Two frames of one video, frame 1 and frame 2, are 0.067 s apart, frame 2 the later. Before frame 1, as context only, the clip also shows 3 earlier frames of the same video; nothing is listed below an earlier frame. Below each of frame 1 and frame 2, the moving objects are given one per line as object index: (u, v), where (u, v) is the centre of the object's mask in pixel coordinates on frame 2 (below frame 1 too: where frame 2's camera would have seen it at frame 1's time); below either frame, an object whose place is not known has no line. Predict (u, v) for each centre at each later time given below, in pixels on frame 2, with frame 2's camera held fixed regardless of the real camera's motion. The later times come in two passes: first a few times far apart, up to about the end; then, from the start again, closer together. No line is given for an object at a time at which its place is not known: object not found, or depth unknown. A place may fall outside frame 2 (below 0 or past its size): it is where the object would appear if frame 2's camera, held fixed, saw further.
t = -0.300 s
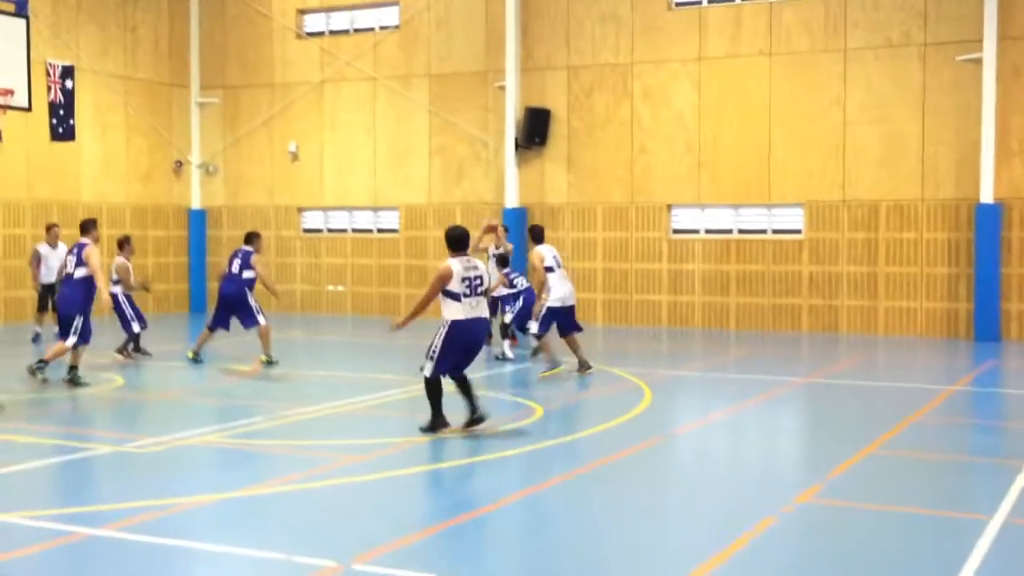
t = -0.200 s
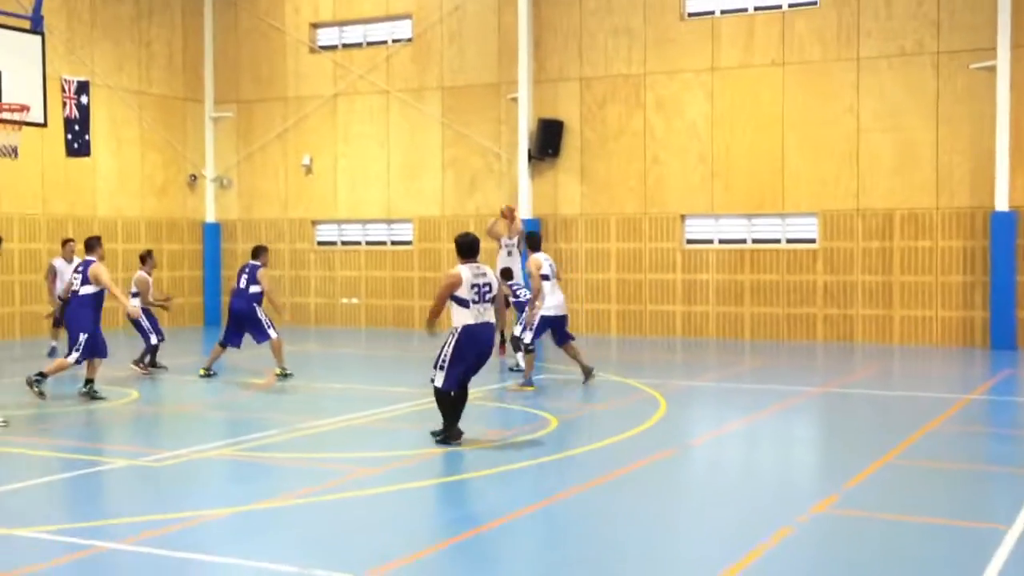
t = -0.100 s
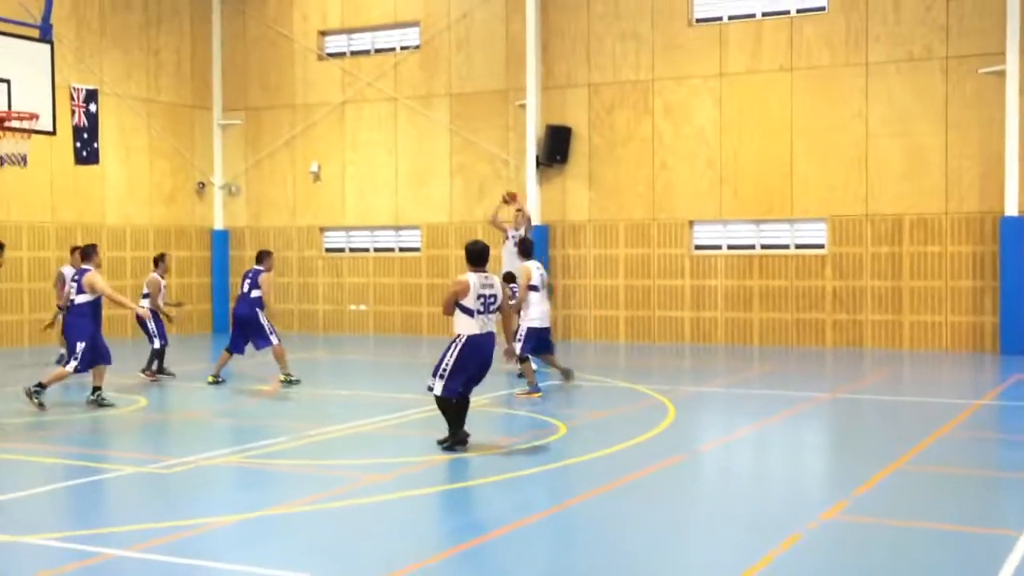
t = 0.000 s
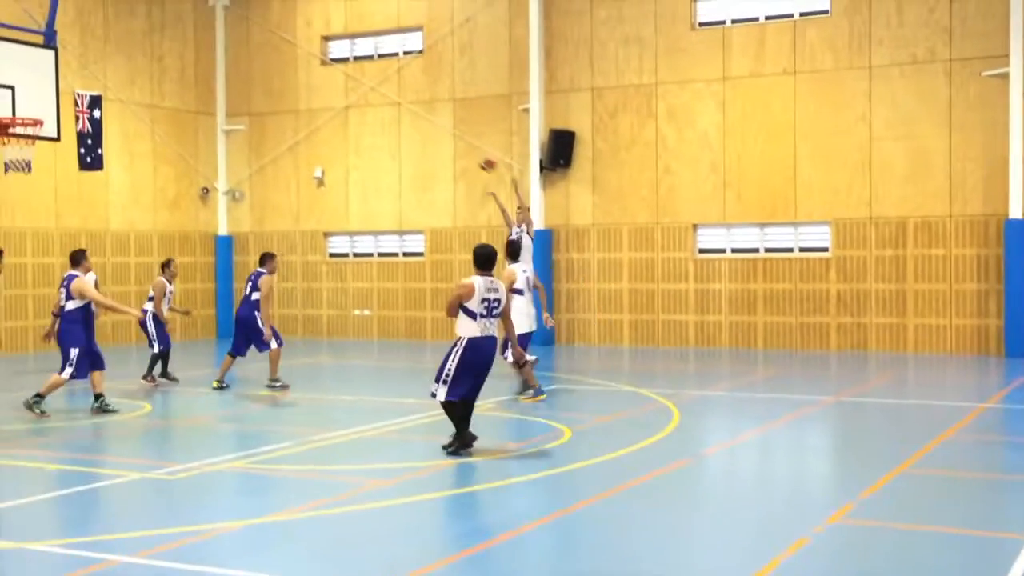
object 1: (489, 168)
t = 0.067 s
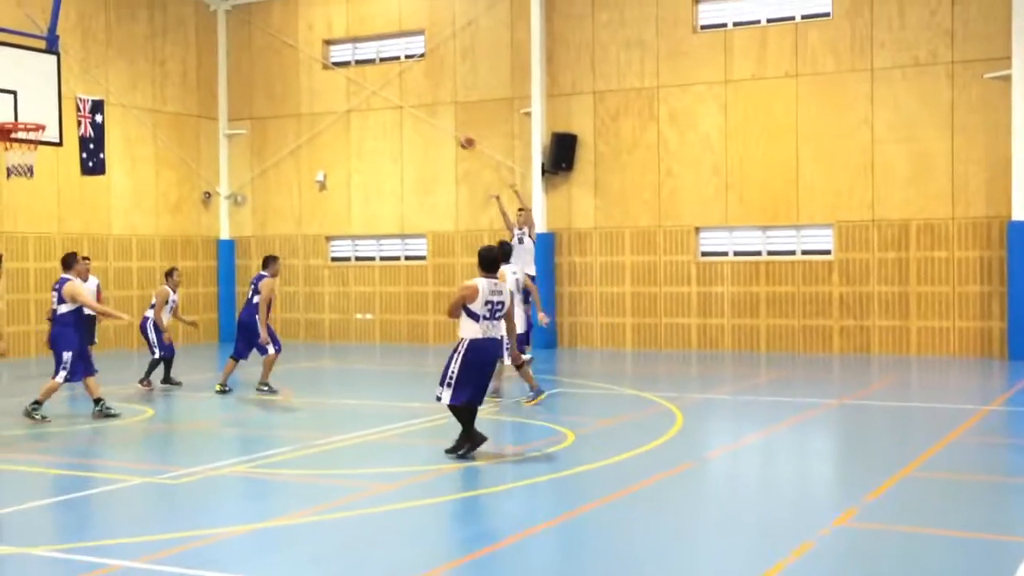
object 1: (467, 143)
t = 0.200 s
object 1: (418, 98)
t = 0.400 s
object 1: (344, 51)
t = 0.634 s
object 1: (248, 34)
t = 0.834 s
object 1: (159, 54)
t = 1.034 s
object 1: (61, 113)
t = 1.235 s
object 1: (120, 102)
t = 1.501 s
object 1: (219, 132)
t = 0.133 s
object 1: (443, 119)
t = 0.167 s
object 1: (430, 107)
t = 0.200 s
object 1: (418, 98)
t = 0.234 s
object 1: (407, 87)
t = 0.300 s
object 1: (381, 72)
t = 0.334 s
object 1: (369, 64)
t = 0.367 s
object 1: (357, 57)
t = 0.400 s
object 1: (344, 51)
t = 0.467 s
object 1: (317, 42)
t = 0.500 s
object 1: (304, 38)
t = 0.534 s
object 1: (291, 36)
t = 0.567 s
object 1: (276, 35)
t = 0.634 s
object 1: (248, 34)
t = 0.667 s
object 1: (235, 35)
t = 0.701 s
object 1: (220, 36)
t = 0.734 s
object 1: (206, 39)
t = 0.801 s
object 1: (175, 48)
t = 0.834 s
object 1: (159, 54)
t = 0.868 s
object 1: (144, 61)
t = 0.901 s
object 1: (129, 69)
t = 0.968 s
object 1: (95, 87)
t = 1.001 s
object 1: (78, 99)
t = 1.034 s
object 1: (61, 113)
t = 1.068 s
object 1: (59, 116)
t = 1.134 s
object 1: (85, 106)
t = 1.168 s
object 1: (93, 103)
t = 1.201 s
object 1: (107, 102)
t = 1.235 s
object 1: (120, 102)
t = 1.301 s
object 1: (144, 101)
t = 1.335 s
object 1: (155, 105)
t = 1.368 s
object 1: (167, 106)
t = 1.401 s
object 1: (182, 112)
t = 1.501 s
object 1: (219, 132)
